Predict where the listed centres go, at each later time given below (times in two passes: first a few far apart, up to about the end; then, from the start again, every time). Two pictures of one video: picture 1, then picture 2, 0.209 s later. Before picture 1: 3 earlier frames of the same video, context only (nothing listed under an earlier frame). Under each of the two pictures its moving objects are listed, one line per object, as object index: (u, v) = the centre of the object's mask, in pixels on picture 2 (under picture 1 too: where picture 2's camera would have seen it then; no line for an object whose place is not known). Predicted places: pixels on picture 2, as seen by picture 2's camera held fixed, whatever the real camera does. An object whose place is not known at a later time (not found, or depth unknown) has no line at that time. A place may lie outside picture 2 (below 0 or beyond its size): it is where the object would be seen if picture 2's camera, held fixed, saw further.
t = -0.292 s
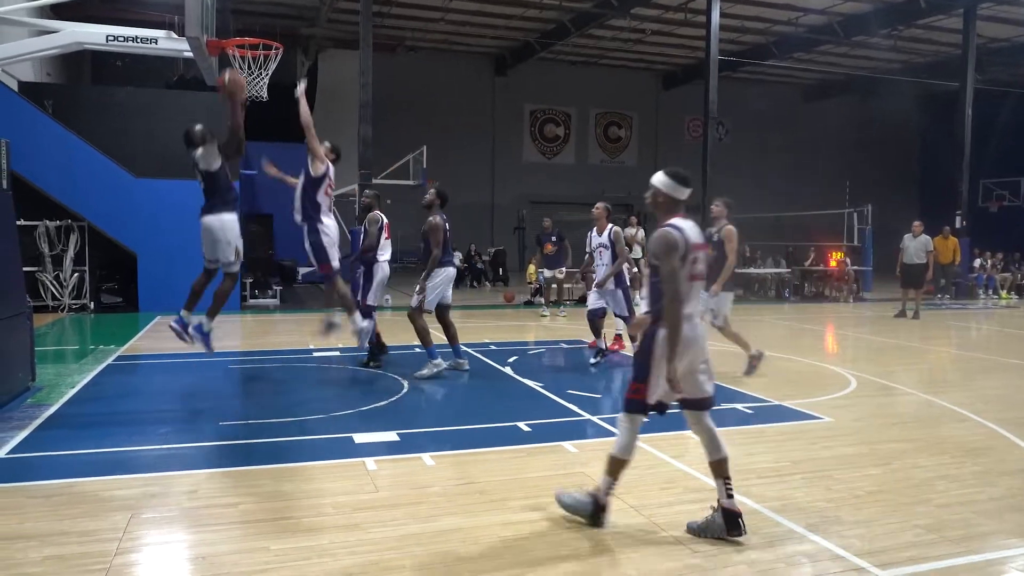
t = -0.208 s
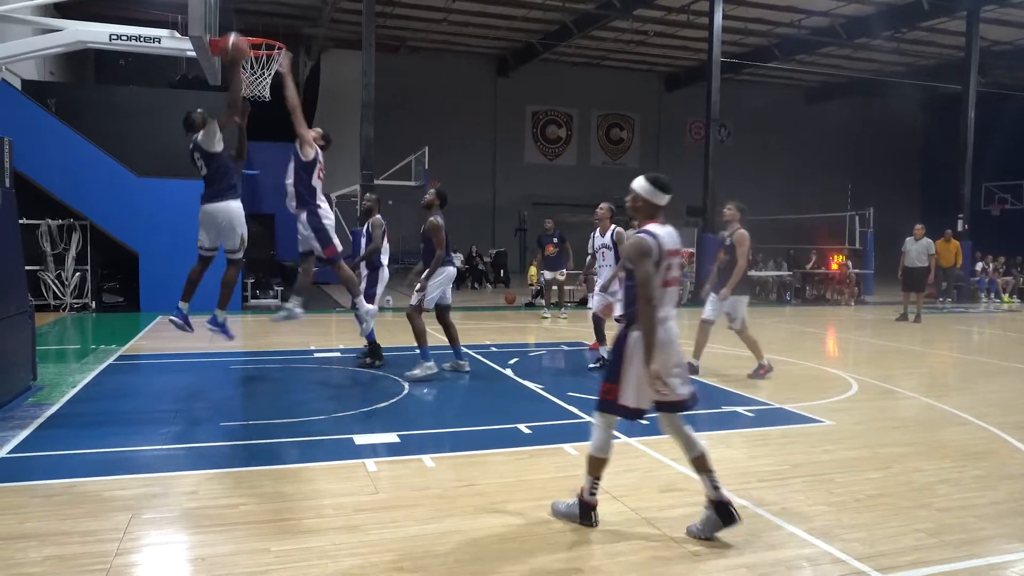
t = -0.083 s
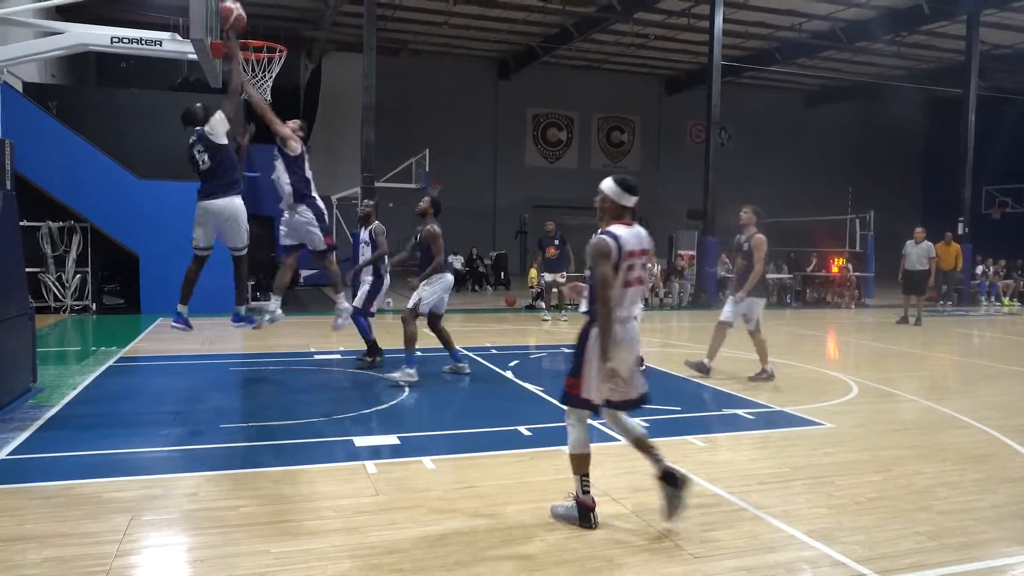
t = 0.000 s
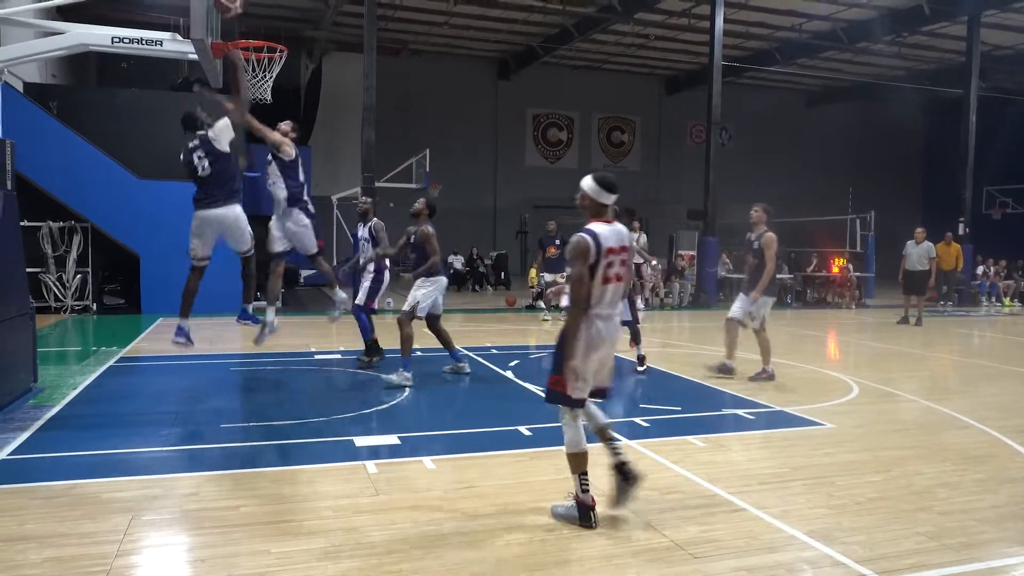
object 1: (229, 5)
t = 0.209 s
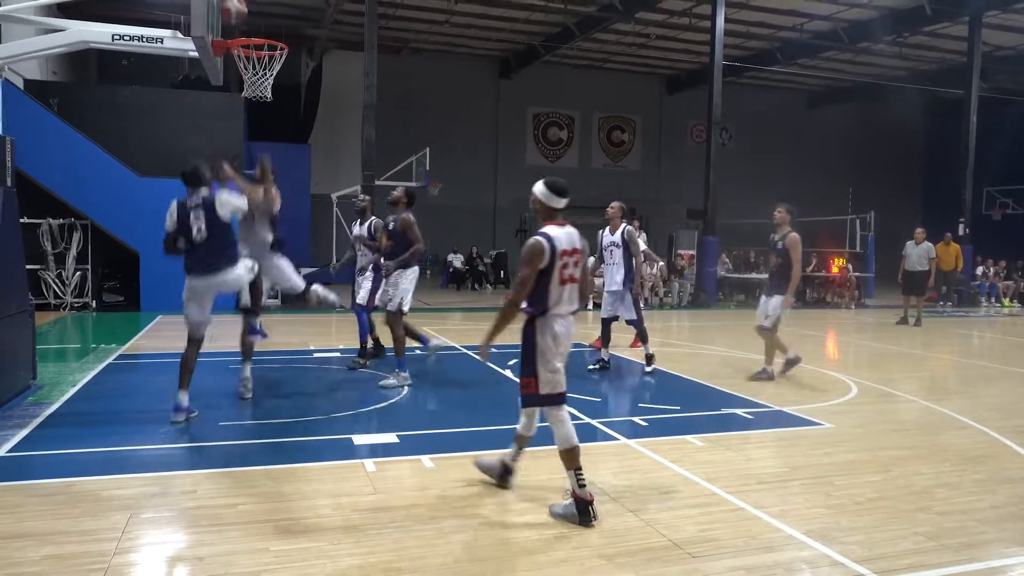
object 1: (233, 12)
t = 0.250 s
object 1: (235, 17)
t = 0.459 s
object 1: (261, 28)
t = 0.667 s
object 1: (266, 32)
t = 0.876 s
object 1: (254, 53)
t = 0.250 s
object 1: (235, 17)
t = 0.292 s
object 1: (237, 25)
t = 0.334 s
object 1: (241, 27)
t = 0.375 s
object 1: (248, 27)
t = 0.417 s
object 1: (254, 27)
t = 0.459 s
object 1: (261, 28)
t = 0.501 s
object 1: (267, 31)
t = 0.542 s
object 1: (274, 35)
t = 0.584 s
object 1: (272, 33)
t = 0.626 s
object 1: (269, 32)
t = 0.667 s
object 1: (266, 32)
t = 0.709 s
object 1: (263, 32)
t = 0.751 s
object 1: (260, 34)
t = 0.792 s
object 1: (259, 39)
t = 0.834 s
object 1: (255, 45)
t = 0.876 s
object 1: (254, 53)
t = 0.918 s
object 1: (251, 59)
